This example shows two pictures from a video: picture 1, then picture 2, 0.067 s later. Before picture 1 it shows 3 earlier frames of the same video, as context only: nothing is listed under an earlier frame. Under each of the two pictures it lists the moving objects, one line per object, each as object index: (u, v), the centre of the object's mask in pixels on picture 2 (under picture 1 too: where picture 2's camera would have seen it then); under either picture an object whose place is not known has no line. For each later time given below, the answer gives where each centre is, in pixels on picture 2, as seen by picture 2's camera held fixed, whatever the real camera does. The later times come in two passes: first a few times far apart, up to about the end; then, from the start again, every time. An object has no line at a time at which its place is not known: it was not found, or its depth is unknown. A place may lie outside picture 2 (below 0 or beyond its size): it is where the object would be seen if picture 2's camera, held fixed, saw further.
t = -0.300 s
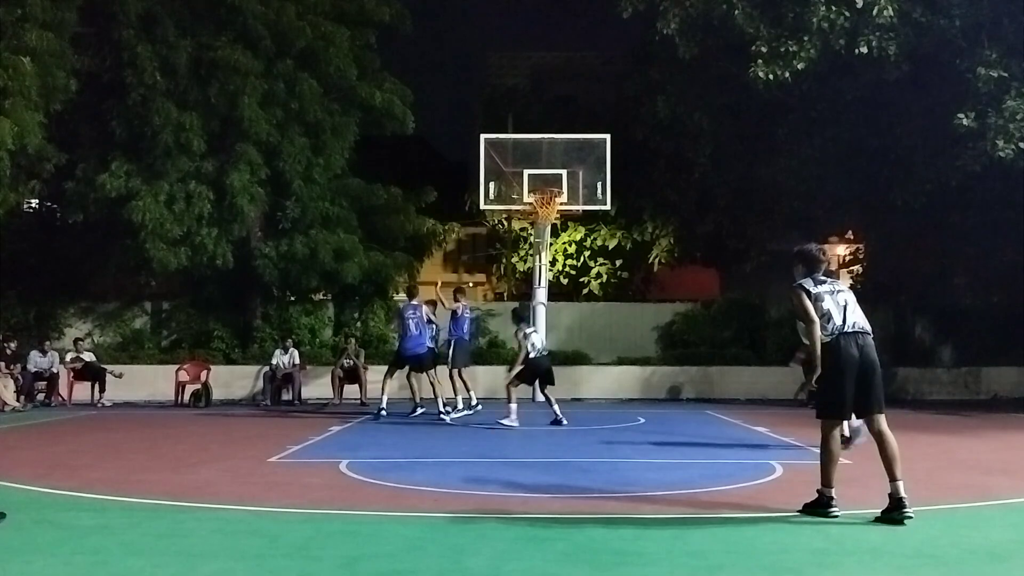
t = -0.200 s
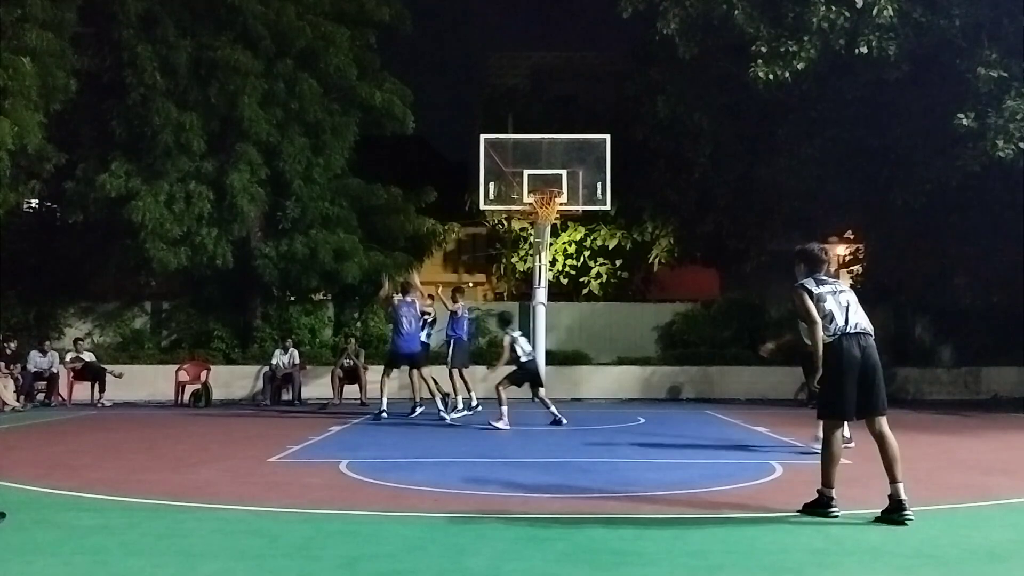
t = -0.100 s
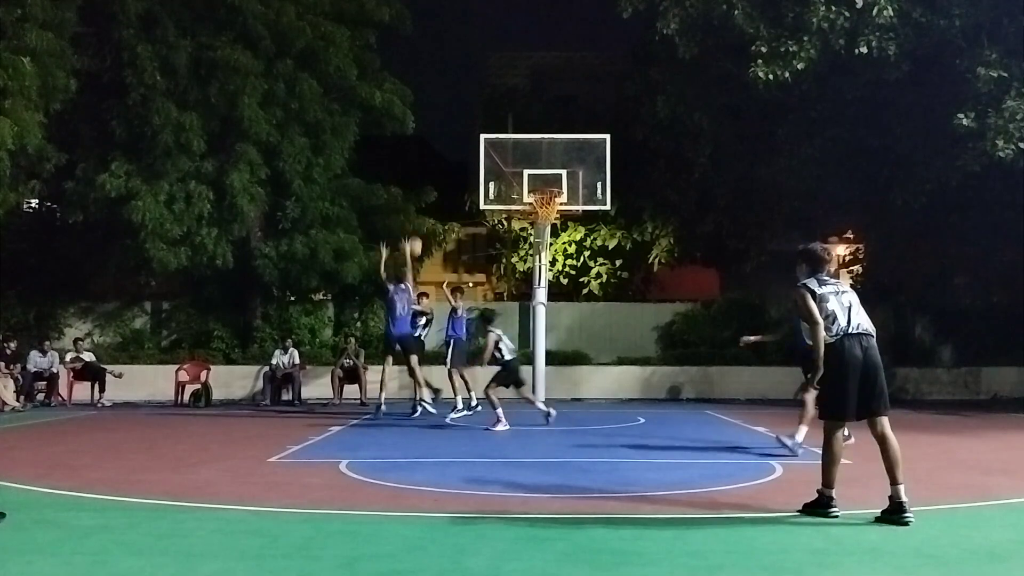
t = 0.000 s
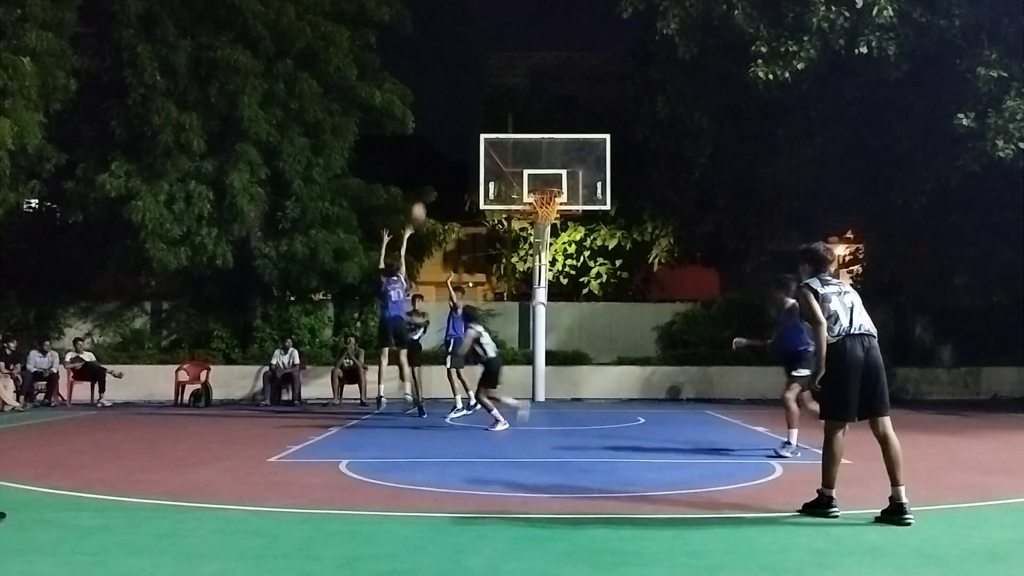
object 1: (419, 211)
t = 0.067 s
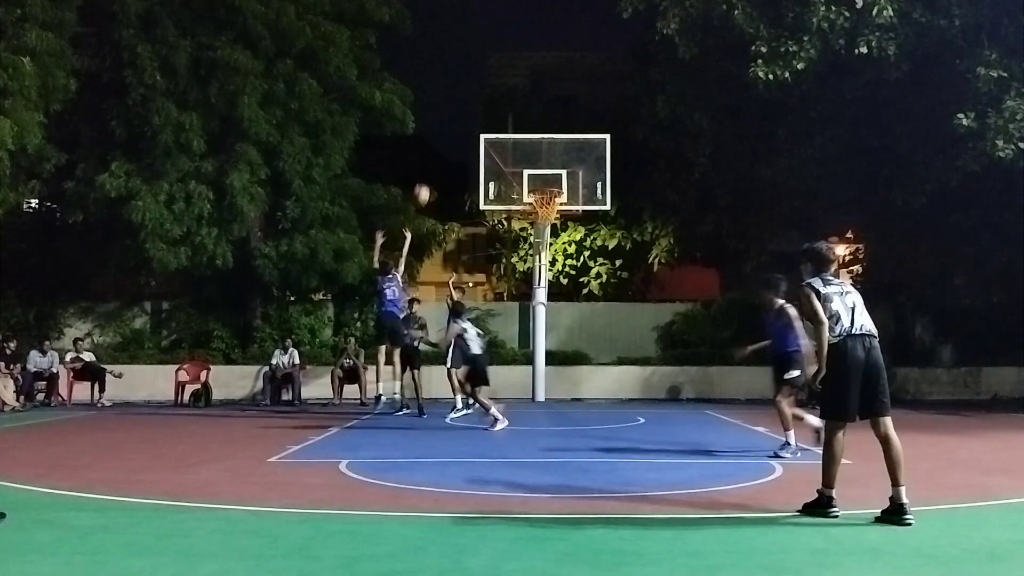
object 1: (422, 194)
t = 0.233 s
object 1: (429, 156)
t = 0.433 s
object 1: (441, 133)
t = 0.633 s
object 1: (453, 143)
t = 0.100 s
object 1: (423, 185)
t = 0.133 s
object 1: (424, 176)
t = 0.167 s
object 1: (425, 169)
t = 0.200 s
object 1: (427, 163)
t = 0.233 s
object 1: (429, 156)
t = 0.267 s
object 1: (431, 150)
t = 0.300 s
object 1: (432, 145)
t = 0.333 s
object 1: (434, 141)
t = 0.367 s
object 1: (436, 138)
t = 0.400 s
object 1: (438, 135)
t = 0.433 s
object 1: (441, 133)
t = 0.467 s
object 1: (441, 132)
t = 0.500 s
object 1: (443, 132)
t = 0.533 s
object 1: (445, 134)
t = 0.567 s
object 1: (448, 136)
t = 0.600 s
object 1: (450, 139)
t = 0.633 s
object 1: (453, 143)
